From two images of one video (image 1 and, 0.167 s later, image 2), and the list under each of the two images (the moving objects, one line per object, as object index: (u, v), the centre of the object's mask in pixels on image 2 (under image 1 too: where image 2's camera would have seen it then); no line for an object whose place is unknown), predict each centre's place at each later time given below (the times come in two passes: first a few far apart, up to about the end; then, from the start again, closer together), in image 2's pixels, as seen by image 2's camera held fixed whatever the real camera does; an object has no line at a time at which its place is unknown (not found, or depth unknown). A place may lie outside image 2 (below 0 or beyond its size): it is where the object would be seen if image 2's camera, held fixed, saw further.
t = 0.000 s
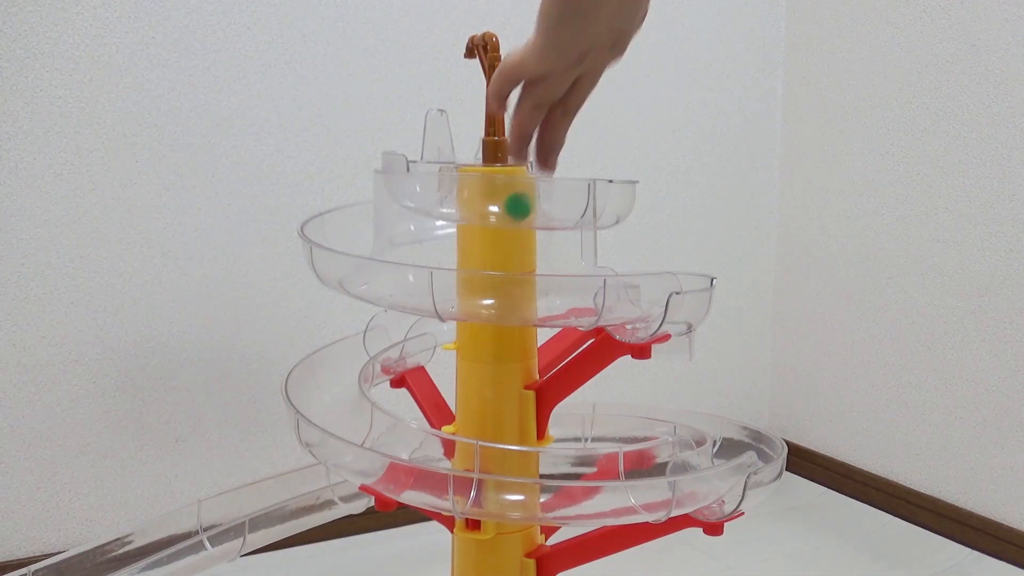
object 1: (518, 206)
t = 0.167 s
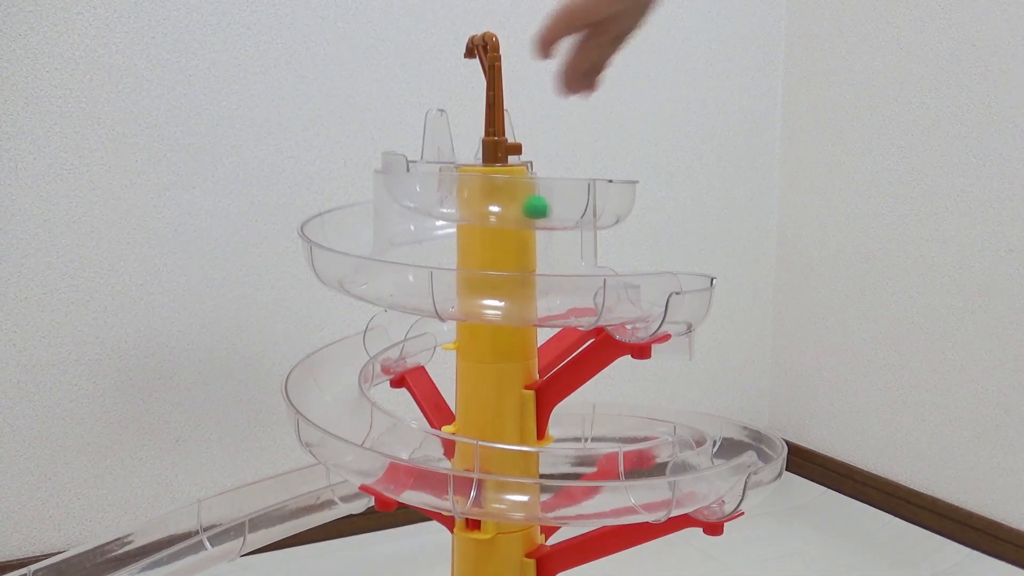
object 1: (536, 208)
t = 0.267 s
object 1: (573, 209)
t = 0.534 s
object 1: (570, 212)
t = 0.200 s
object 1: (546, 211)
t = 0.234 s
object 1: (562, 212)
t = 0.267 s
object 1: (573, 209)
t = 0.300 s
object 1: (576, 208)
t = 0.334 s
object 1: (575, 211)
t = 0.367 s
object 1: (572, 212)
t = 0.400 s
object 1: (568, 212)
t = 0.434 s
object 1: (566, 212)
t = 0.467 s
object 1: (567, 212)
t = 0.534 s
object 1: (570, 212)
